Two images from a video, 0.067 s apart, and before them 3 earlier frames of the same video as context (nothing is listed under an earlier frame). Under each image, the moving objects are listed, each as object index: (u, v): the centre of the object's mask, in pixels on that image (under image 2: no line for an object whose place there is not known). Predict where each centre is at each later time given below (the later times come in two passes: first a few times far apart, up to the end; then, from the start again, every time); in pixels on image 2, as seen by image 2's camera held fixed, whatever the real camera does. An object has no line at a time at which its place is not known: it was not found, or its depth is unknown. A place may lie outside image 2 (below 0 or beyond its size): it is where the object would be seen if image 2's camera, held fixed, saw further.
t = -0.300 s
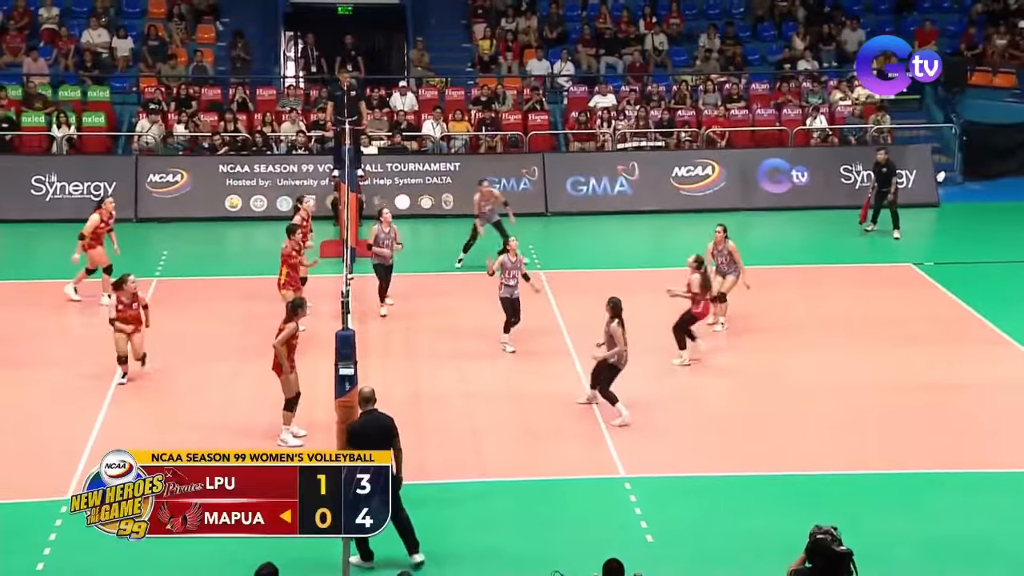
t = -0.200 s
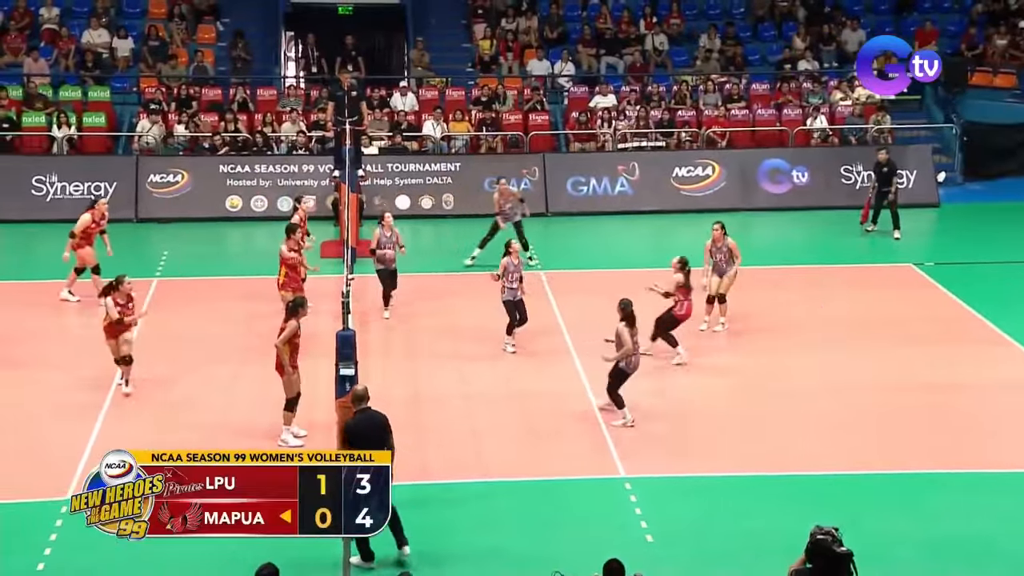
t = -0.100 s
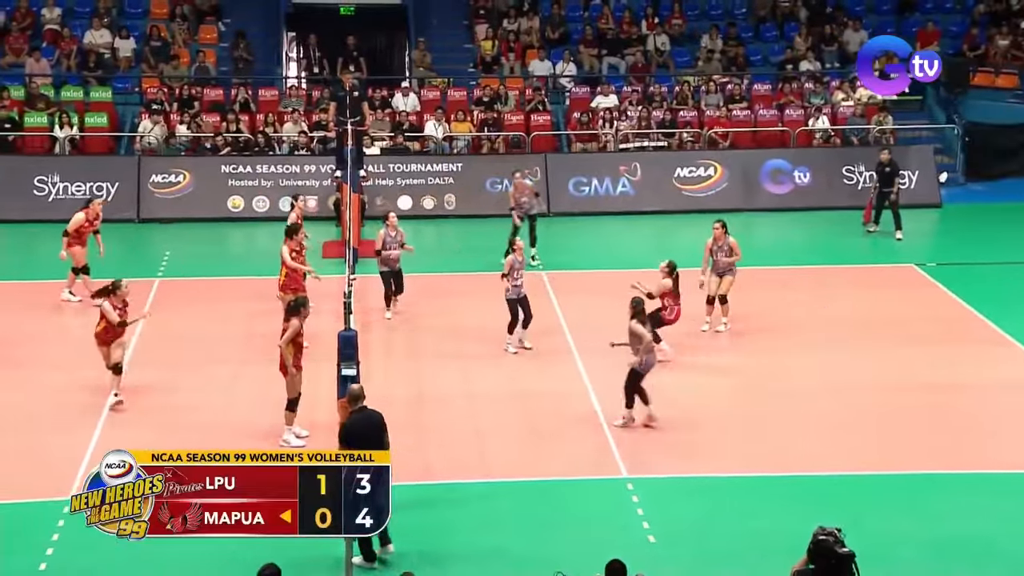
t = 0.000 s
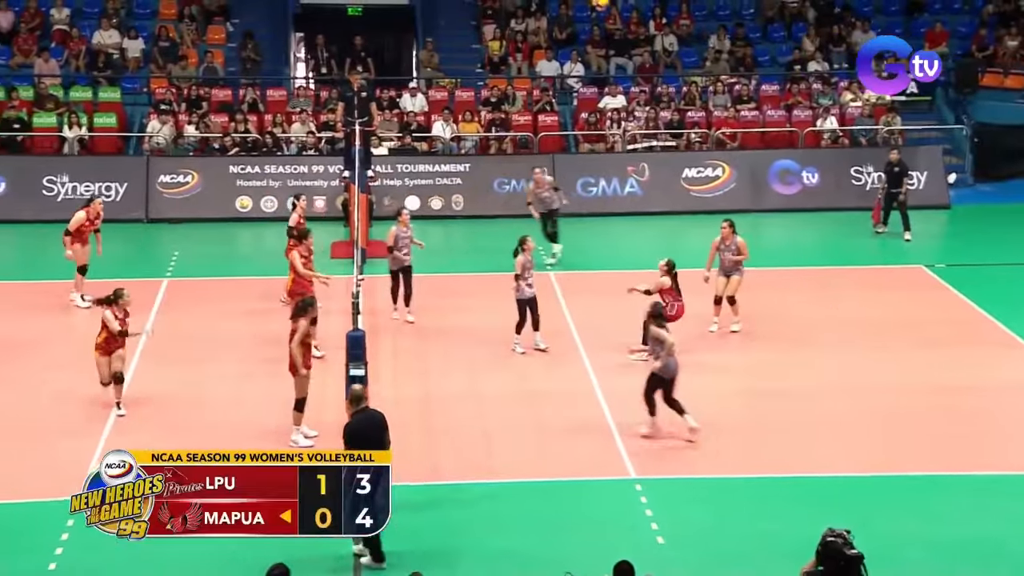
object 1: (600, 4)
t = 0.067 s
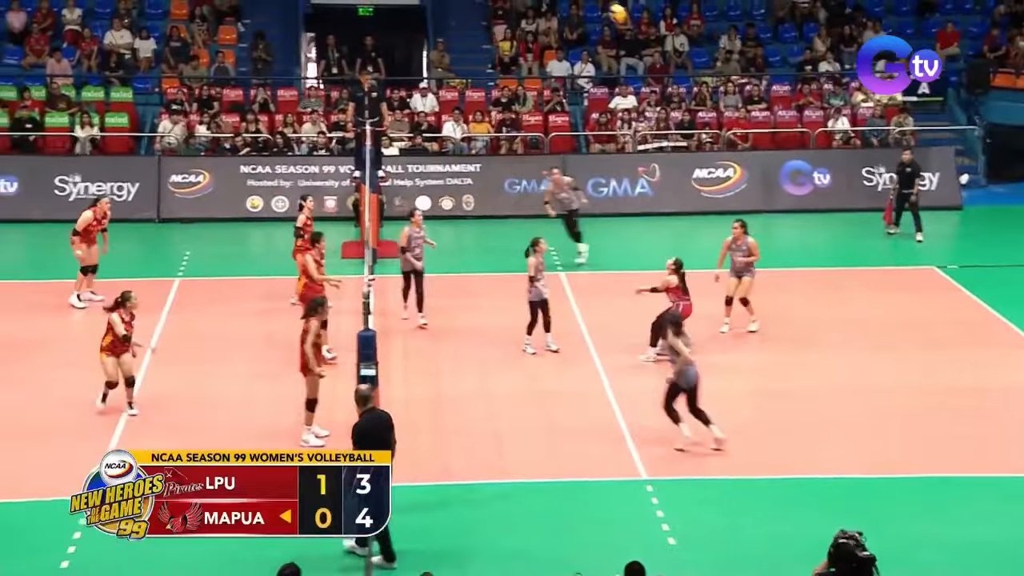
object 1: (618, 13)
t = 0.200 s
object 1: (630, 47)
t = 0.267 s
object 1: (636, 68)
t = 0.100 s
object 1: (621, 21)
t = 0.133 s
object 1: (624, 29)
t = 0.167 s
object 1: (626, 37)
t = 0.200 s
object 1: (630, 47)
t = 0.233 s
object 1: (632, 56)
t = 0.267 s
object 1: (636, 68)
